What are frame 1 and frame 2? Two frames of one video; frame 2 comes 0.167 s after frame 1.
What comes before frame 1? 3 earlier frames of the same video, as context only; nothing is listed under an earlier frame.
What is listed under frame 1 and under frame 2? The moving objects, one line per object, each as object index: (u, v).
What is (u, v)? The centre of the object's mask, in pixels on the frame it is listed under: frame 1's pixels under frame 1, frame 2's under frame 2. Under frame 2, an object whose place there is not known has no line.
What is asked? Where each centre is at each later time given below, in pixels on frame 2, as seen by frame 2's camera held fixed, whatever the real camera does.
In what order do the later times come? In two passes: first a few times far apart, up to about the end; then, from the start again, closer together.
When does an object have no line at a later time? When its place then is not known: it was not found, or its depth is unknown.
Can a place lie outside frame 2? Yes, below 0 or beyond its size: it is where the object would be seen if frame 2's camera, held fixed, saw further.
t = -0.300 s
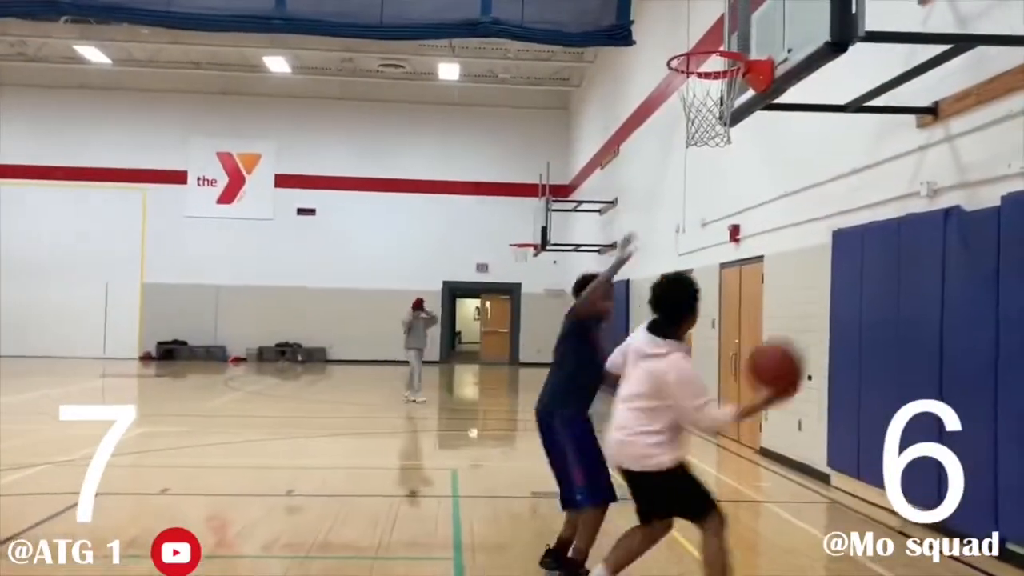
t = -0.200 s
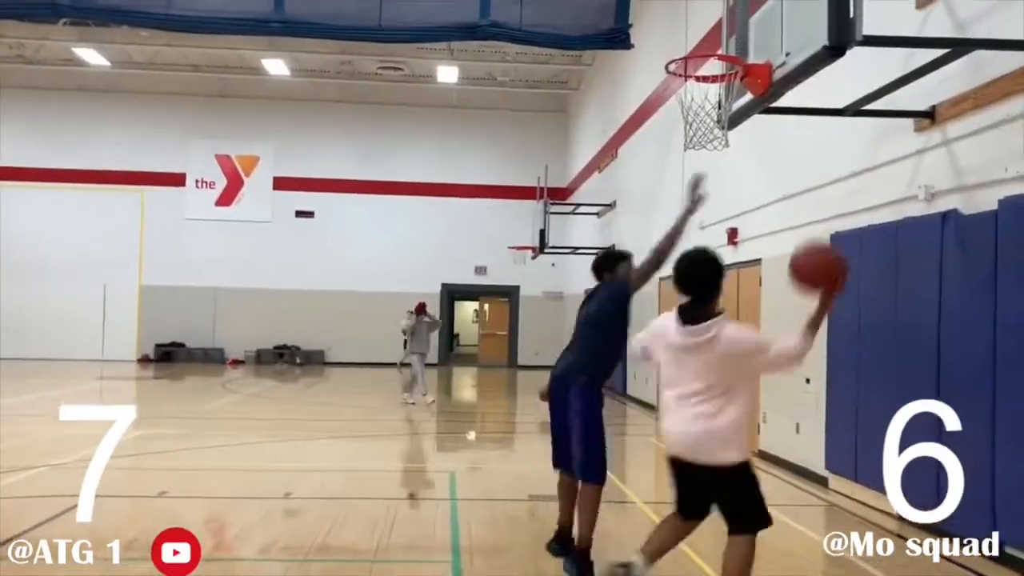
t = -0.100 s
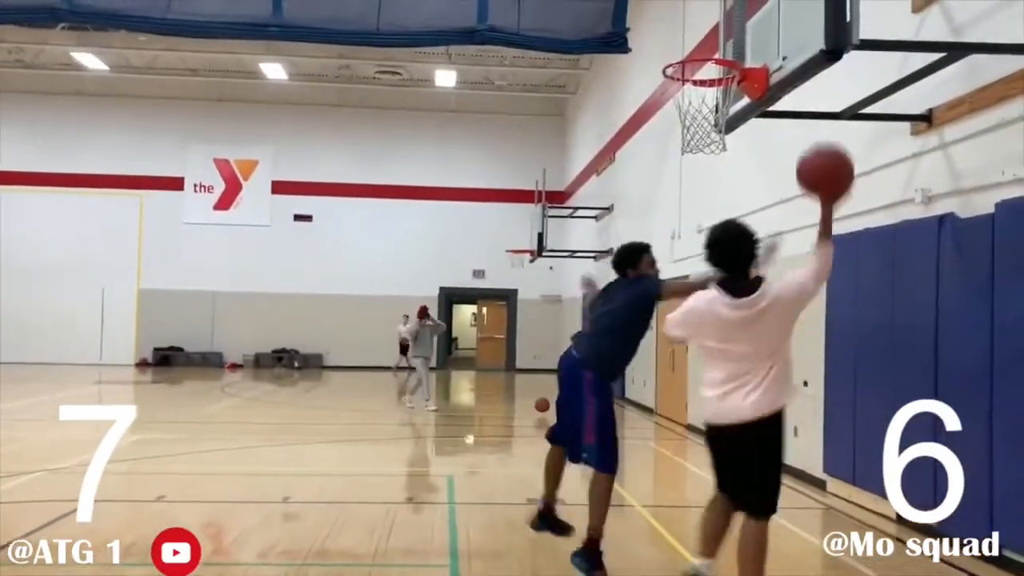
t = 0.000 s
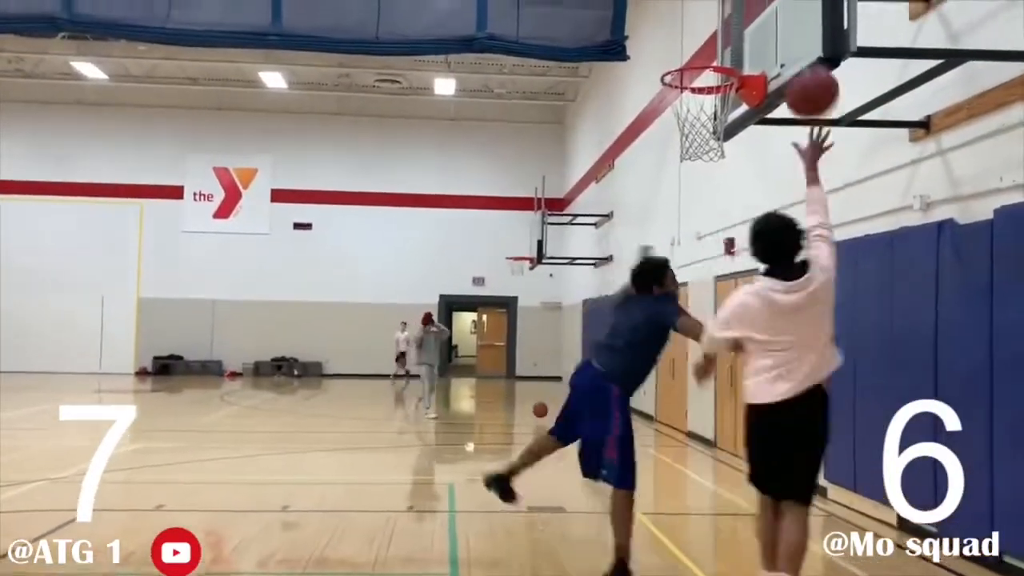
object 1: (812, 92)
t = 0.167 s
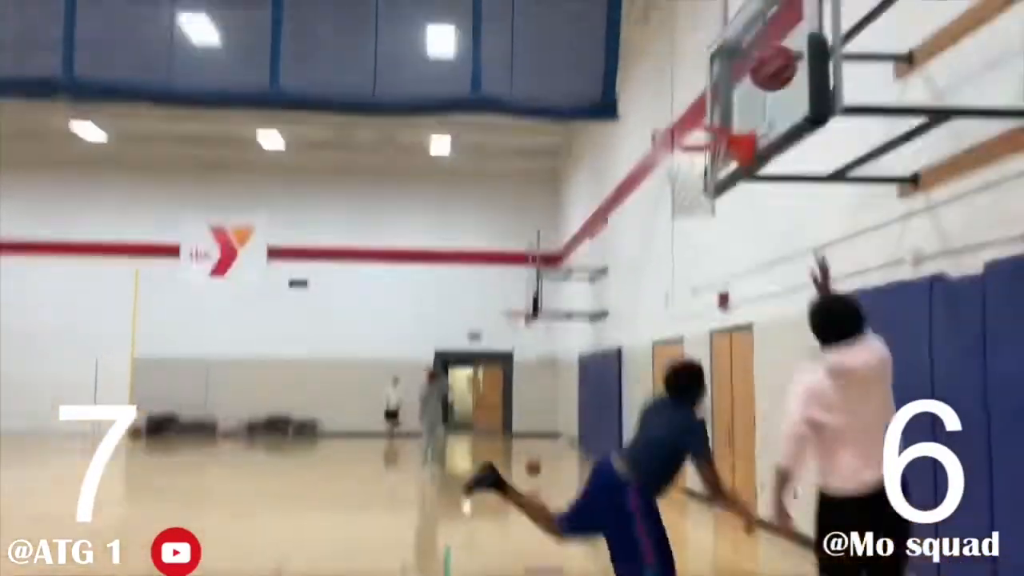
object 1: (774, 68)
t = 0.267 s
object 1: (760, 49)
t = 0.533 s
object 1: (729, 82)
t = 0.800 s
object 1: (685, 110)
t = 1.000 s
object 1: (643, 138)
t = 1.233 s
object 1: (606, 217)
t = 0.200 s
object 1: (767, 59)
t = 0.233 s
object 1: (764, 53)
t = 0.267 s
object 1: (760, 49)
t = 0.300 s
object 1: (756, 47)
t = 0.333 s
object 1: (751, 47)
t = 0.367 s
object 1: (747, 48)
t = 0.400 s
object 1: (744, 50)
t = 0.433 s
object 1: (740, 56)
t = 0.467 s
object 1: (736, 62)
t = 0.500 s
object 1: (734, 70)
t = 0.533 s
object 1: (729, 82)
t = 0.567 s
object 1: (726, 94)
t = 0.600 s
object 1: (724, 106)
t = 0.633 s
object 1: (723, 117)
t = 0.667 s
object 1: (716, 116)
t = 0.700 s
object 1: (708, 111)
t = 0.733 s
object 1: (700, 109)
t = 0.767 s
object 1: (692, 109)
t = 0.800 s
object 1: (685, 110)
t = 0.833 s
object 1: (677, 111)
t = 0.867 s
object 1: (670, 113)
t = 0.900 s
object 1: (662, 117)
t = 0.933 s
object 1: (654, 123)
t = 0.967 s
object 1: (647, 131)
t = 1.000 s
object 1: (643, 138)
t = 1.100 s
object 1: (627, 163)
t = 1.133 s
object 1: (621, 174)
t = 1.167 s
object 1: (617, 186)
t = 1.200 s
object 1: (610, 201)
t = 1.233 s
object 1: (606, 217)
